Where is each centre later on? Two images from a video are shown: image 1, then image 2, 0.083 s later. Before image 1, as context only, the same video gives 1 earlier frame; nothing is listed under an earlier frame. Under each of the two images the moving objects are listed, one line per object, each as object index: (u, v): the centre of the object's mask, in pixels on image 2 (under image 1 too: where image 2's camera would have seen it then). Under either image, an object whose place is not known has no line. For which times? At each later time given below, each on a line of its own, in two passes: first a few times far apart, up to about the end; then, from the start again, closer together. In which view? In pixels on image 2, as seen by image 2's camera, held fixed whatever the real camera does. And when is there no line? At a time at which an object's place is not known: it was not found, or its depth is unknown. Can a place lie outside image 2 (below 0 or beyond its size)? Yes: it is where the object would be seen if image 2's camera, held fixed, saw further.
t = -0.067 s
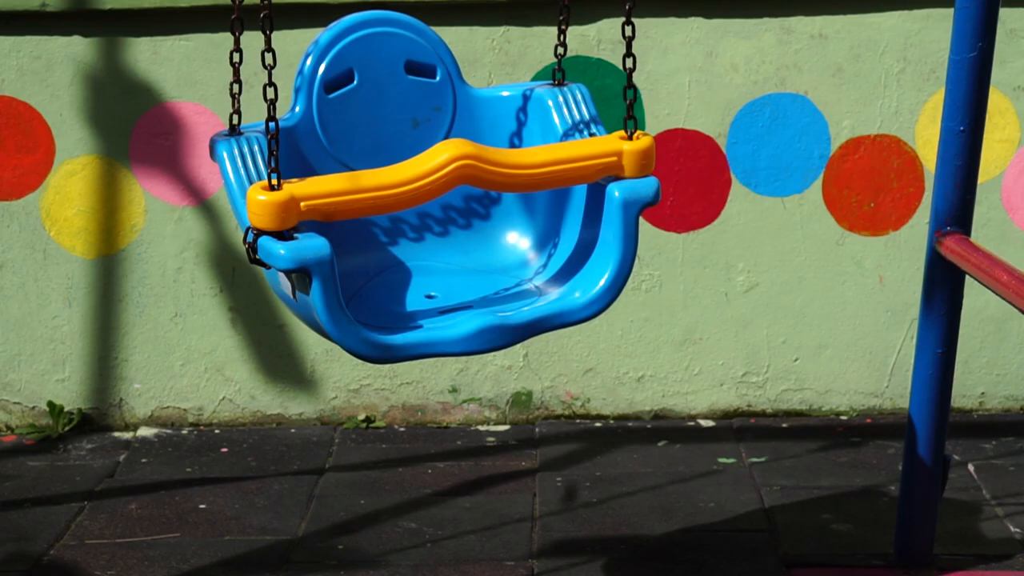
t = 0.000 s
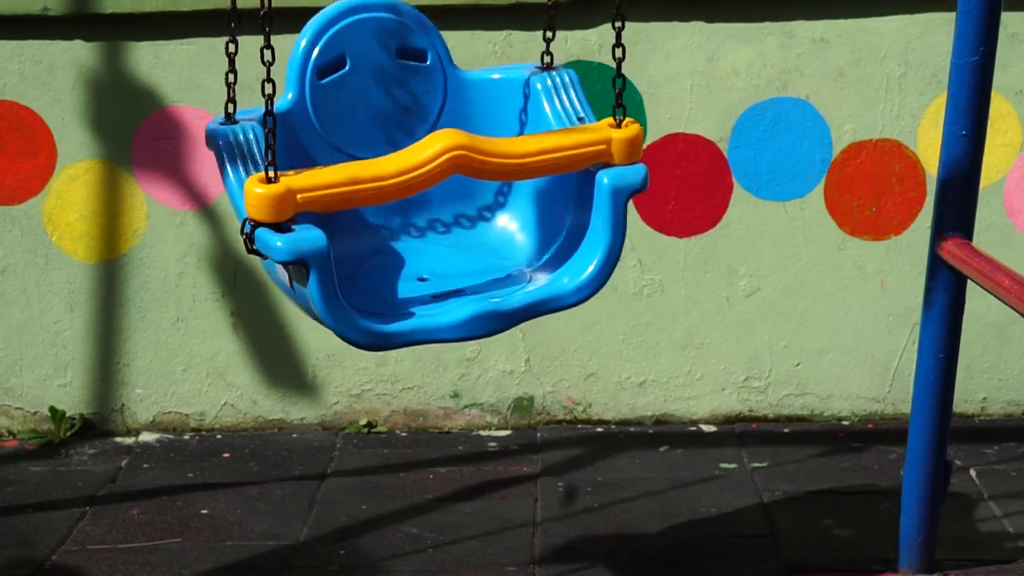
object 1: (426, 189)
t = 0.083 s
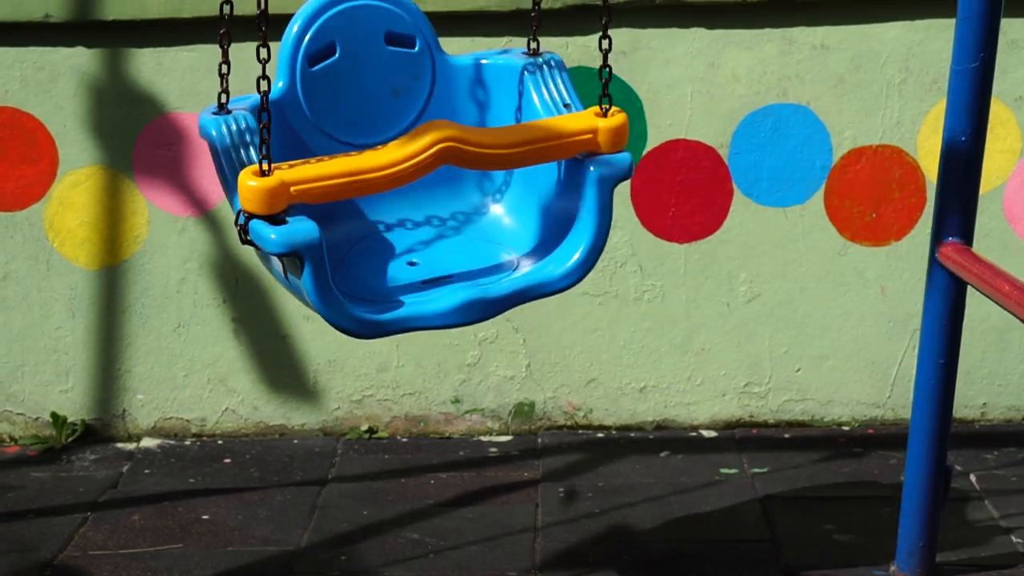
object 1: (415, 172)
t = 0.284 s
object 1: (392, 159)
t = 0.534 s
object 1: (374, 206)
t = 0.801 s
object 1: (380, 287)
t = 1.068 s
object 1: (411, 316)
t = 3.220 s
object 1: (401, 297)
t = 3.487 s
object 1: (451, 312)
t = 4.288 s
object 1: (441, 304)
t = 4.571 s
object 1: (403, 253)
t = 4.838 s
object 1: (383, 189)
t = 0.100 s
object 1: (413, 169)
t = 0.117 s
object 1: (411, 167)
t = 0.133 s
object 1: (409, 164)
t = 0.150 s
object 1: (408, 163)
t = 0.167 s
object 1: (405, 161)
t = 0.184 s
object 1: (403, 159)
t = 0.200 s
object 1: (401, 159)
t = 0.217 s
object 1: (398, 158)
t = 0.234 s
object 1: (398, 158)
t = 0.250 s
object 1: (396, 158)
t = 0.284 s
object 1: (392, 159)
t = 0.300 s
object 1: (390, 160)
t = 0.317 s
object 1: (388, 160)
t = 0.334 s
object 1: (387, 163)
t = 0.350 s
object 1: (385, 164)
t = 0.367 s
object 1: (384, 165)
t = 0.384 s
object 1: (382, 168)
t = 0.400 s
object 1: (381, 171)
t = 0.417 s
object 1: (380, 175)
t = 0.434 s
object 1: (378, 178)
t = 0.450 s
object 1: (377, 182)
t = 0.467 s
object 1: (376, 186)
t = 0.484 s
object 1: (375, 191)
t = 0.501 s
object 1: (375, 196)
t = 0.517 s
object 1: (374, 200)
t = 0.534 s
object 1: (374, 206)
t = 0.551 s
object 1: (376, 210)
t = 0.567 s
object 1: (373, 215)
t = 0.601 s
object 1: (373, 226)
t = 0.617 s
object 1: (373, 233)
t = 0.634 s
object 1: (373, 238)
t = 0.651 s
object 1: (372, 243)
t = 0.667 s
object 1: (373, 250)
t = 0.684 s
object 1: (373, 254)
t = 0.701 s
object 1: (375, 257)
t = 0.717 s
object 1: (374, 266)
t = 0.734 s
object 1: (375, 271)
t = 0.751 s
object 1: (376, 276)
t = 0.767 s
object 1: (377, 280)
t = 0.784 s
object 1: (379, 283)
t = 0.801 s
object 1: (380, 287)
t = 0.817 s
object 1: (380, 295)
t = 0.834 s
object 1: (382, 299)
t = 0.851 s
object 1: (385, 302)
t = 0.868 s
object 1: (386, 304)
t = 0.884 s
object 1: (385, 308)
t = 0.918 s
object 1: (385, 312)
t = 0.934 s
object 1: (387, 308)
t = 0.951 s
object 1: (398, 324)
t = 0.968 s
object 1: (401, 326)
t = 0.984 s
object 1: (395, 313)
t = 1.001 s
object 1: (407, 328)
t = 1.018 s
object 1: (403, 314)
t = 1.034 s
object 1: (407, 313)
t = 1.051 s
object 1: (415, 329)
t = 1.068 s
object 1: (411, 316)
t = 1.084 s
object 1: (418, 314)
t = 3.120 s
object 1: (392, 273)
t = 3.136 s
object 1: (391, 276)
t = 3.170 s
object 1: (397, 281)
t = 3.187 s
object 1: (398, 288)
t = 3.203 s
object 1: (401, 293)
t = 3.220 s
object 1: (401, 297)
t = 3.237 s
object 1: (413, 305)
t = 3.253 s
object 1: (407, 296)
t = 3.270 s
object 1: (417, 313)
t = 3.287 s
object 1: (411, 301)
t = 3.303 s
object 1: (422, 320)
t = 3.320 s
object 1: (425, 321)
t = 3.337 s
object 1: (427, 323)
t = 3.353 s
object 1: (424, 308)
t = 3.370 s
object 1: (428, 309)
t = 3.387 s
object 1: (424, 316)
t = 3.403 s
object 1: (431, 313)
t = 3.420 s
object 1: (437, 311)
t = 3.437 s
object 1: (438, 312)
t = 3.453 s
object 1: (450, 328)
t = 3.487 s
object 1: (451, 312)
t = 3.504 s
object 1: (451, 313)
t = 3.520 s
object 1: (457, 309)
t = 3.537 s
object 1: (459, 309)
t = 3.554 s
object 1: (461, 311)
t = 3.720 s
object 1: (487, 303)
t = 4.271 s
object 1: (443, 306)
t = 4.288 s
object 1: (441, 304)
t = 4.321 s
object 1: (435, 302)
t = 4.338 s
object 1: (432, 303)
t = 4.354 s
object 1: (431, 297)
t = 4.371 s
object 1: (427, 295)
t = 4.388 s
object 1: (424, 298)
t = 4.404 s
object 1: (419, 292)
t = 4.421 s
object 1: (419, 287)
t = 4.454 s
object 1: (413, 279)
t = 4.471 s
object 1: (411, 277)
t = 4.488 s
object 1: (411, 273)
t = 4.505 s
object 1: (412, 269)
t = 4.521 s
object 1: (408, 265)
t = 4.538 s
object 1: (407, 262)
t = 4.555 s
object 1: (405, 258)
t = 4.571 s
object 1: (403, 253)
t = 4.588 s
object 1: (403, 248)
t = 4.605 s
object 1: (400, 244)
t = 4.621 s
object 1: (398, 240)
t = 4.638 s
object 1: (397, 235)
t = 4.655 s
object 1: (395, 231)
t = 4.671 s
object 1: (393, 226)
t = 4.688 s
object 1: (392, 221)
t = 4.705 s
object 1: (390, 216)
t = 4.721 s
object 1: (390, 213)
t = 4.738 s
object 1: (388, 209)
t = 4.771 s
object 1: (385, 202)
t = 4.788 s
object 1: (384, 198)
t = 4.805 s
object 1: (384, 194)
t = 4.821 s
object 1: (384, 191)
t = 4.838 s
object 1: (383, 189)
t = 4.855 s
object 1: (383, 186)
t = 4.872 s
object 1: (382, 183)
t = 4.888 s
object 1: (381, 181)
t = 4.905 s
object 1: (382, 179)
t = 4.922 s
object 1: (381, 178)
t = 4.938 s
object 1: (380, 177)
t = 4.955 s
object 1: (381, 175)
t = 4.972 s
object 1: (380, 176)
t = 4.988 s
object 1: (380, 174)
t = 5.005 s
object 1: (379, 174)
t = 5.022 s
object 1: (378, 175)
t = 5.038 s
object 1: (378, 175)
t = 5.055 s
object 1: (378, 176)
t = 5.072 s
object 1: (380, 177)
